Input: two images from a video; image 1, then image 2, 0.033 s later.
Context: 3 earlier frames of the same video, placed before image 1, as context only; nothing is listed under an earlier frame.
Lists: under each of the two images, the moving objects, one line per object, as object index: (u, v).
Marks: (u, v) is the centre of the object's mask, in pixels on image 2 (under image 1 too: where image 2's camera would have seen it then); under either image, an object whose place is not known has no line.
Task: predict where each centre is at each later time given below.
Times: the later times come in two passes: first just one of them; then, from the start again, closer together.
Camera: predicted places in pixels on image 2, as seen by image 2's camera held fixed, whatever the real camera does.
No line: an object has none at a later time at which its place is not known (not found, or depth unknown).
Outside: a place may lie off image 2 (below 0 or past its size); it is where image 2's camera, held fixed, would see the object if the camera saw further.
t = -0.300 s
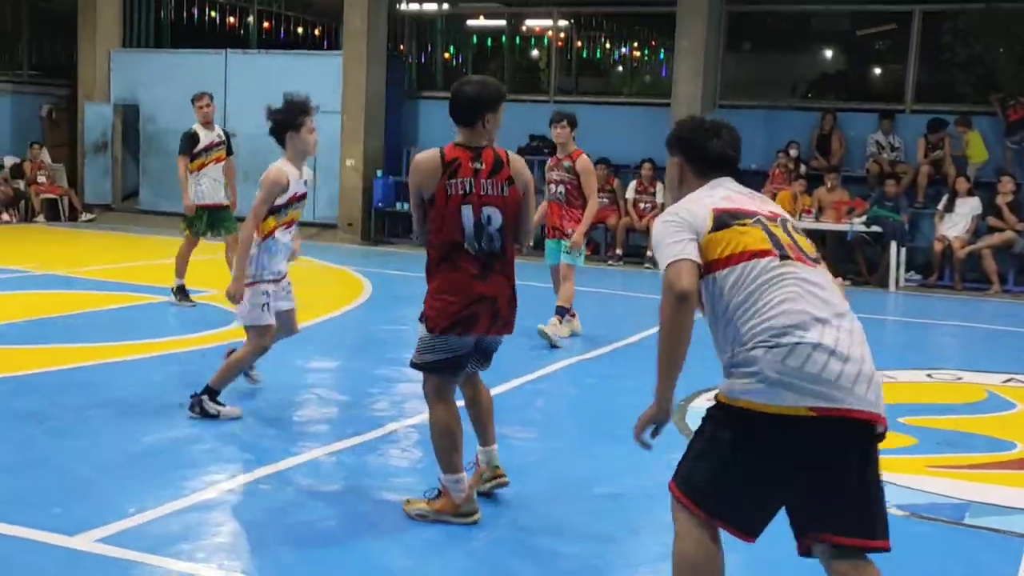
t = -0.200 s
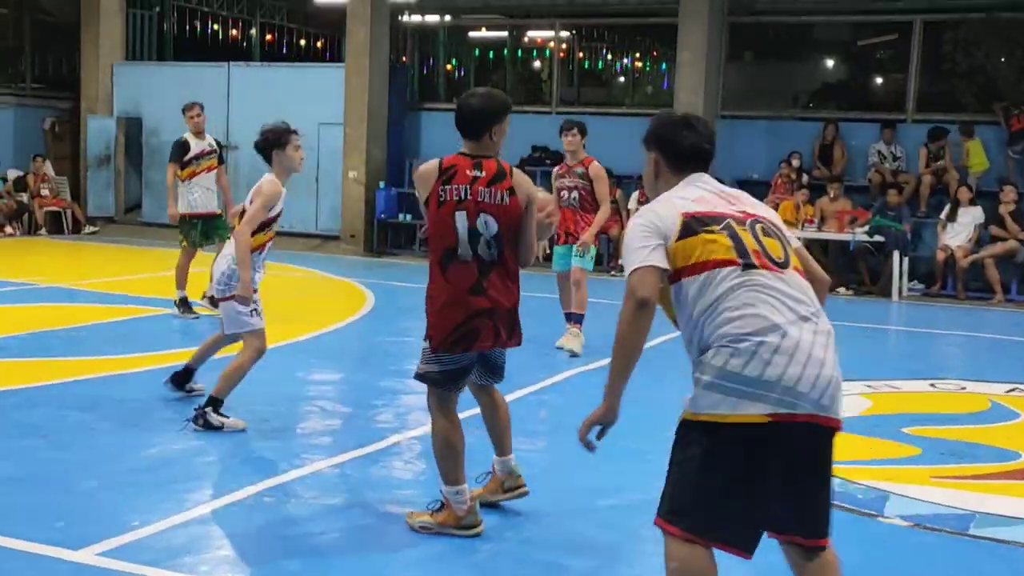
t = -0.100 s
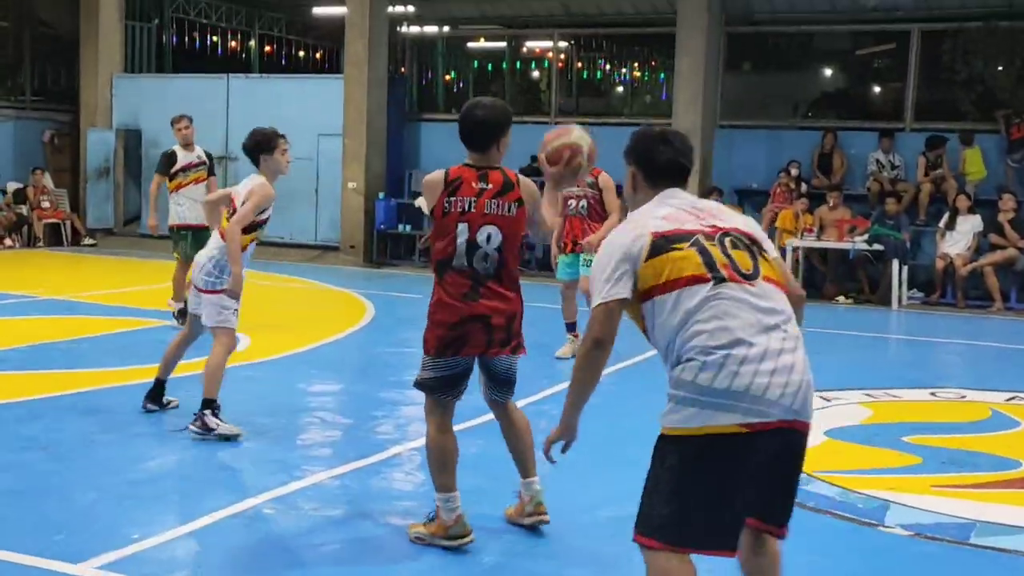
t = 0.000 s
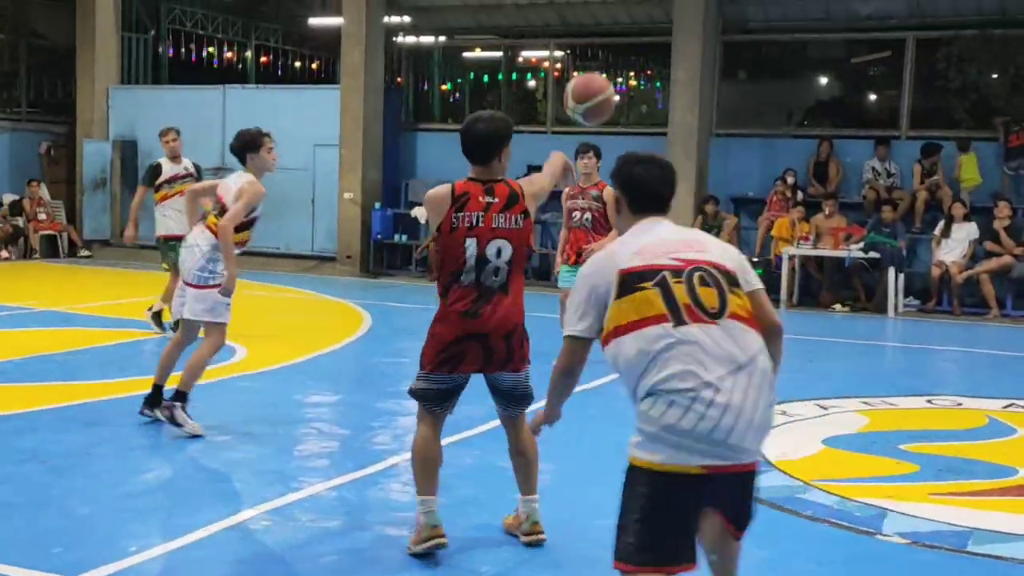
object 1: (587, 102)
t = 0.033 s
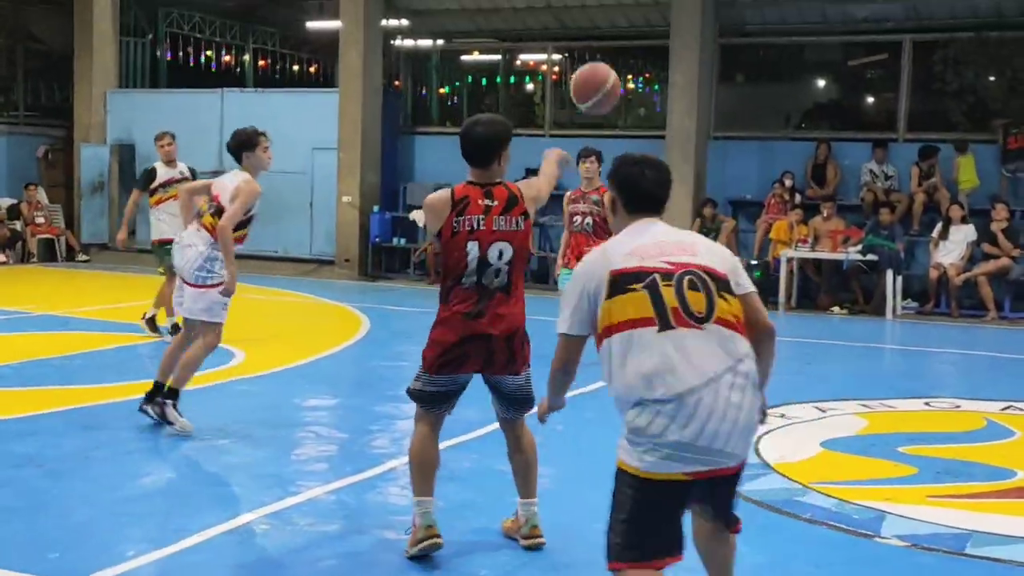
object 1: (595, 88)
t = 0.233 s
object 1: (634, 58)
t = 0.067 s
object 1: (602, 76)
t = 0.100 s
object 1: (609, 68)
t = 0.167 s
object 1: (622, 58)
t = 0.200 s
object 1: (628, 57)
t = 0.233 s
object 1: (634, 58)
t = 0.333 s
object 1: (646, 70)
